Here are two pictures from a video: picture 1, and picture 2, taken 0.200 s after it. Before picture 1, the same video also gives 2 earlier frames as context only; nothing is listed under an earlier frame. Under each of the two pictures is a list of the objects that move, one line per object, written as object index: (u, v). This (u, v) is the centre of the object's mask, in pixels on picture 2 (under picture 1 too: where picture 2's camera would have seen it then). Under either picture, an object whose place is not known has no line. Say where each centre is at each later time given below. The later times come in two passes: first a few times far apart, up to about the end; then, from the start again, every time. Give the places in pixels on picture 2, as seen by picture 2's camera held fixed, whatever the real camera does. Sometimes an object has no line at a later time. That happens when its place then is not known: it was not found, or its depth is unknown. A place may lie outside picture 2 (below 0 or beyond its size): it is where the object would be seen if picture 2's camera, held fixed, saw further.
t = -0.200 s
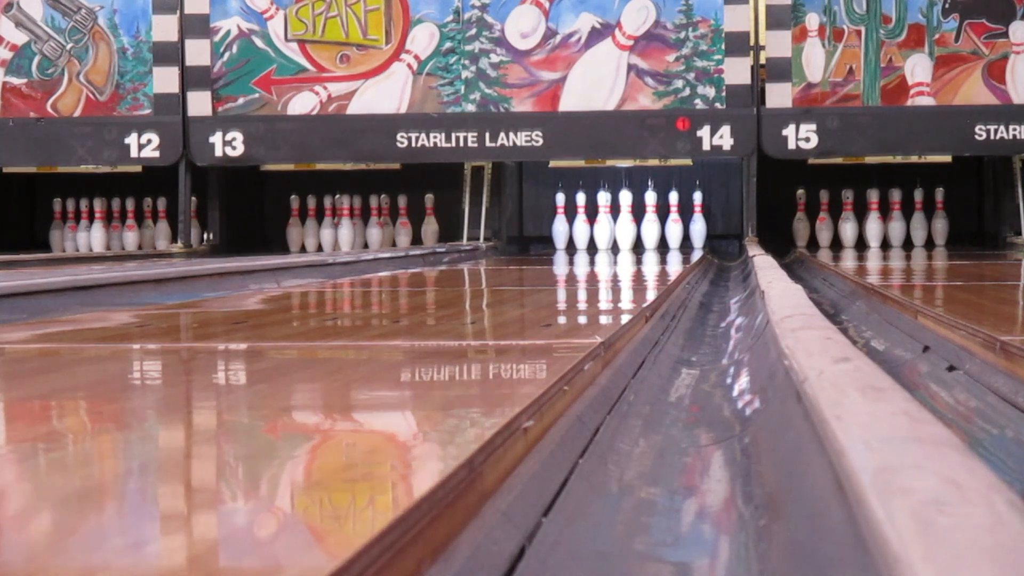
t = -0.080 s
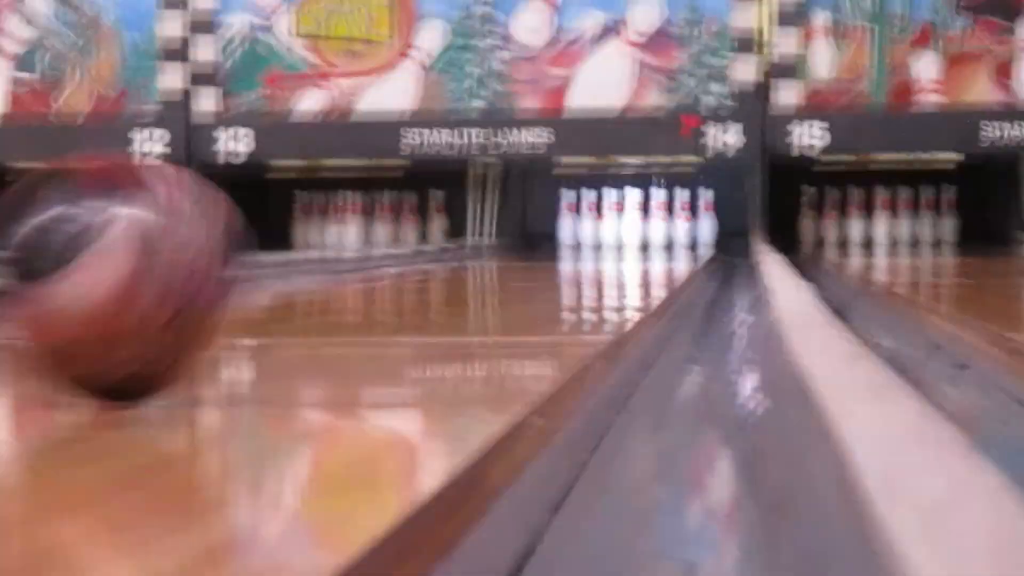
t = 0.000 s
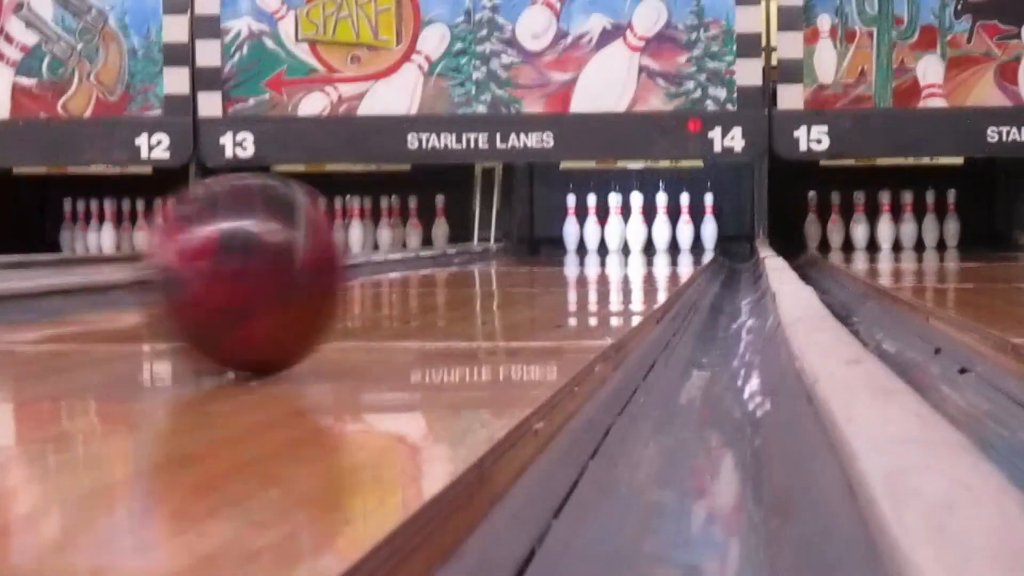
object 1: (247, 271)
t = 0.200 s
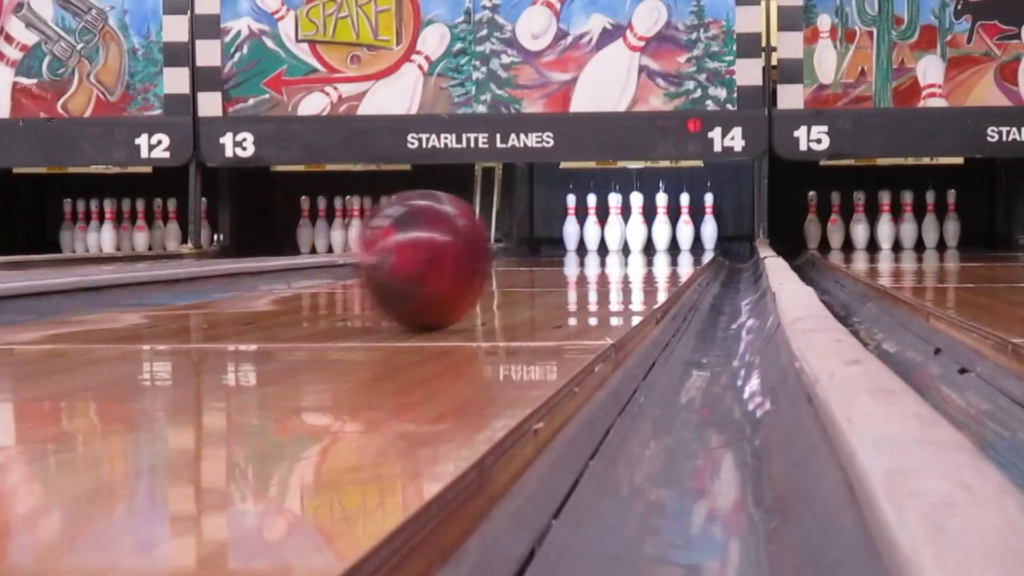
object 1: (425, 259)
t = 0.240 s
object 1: (446, 258)
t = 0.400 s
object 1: (513, 253)
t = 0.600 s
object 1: (568, 248)
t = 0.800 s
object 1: (605, 244)
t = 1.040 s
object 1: (633, 240)
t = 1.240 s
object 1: (649, 239)
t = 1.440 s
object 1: (659, 239)
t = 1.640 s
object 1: (662, 238)
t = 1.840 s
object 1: (661, 237)
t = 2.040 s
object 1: (655, 236)
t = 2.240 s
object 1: (645, 235)
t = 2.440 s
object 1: (638, 235)
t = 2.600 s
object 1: (624, 236)
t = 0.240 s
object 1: (446, 258)
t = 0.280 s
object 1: (467, 255)
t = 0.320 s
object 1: (486, 255)
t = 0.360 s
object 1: (501, 253)
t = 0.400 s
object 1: (513, 253)
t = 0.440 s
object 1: (527, 253)
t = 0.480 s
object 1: (540, 251)
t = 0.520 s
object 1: (551, 250)
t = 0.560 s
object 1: (560, 249)
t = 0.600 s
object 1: (568, 248)
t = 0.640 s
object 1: (577, 247)
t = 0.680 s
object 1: (584, 247)
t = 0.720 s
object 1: (592, 246)
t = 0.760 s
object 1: (598, 245)
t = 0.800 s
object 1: (605, 244)
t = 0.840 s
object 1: (610, 243)
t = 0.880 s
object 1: (616, 243)
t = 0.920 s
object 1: (620, 242)
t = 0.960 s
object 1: (625, 242)
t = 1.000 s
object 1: (629, 241)
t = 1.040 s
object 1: (633, 240)
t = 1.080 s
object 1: (637, 240)
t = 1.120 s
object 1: (640, 240)
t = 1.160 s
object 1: (644, 240)
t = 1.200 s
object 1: (647, 239)
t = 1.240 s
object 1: (649, 239)
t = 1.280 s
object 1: (651, 239)
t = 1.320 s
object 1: (653, 239)
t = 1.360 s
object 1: (656, 239)
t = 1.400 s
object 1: (657, 239)
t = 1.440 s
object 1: (659, 239)
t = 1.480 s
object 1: (660, 238)
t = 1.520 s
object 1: (661, 238)
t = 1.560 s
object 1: (662, 238)
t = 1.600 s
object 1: (662, 238)
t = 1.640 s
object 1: (662, 238)
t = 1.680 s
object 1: (662, 238)
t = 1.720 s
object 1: (662, 238)
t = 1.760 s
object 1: (662, 237)
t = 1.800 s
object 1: (661, 237)
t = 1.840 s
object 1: (661, 237)
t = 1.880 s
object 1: (660, 237)
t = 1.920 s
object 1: (659, 236)
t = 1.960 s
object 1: (658, 236)
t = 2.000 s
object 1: (657, 236)
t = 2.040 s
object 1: (655, 236)
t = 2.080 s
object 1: (654, 236)
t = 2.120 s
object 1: (652, 236)
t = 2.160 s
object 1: (650, 236)
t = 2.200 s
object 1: (648, 236)
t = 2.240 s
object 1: (645, 235)
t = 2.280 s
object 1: (643, 236)
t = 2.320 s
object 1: (642, 236)
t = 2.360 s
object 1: (641, 236)
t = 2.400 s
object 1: (641, 235)
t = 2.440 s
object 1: (638, 235)
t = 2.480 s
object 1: (635, 235)
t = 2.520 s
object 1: (630, 235)
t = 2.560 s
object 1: (627, 235)
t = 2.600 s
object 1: (624, 236)
